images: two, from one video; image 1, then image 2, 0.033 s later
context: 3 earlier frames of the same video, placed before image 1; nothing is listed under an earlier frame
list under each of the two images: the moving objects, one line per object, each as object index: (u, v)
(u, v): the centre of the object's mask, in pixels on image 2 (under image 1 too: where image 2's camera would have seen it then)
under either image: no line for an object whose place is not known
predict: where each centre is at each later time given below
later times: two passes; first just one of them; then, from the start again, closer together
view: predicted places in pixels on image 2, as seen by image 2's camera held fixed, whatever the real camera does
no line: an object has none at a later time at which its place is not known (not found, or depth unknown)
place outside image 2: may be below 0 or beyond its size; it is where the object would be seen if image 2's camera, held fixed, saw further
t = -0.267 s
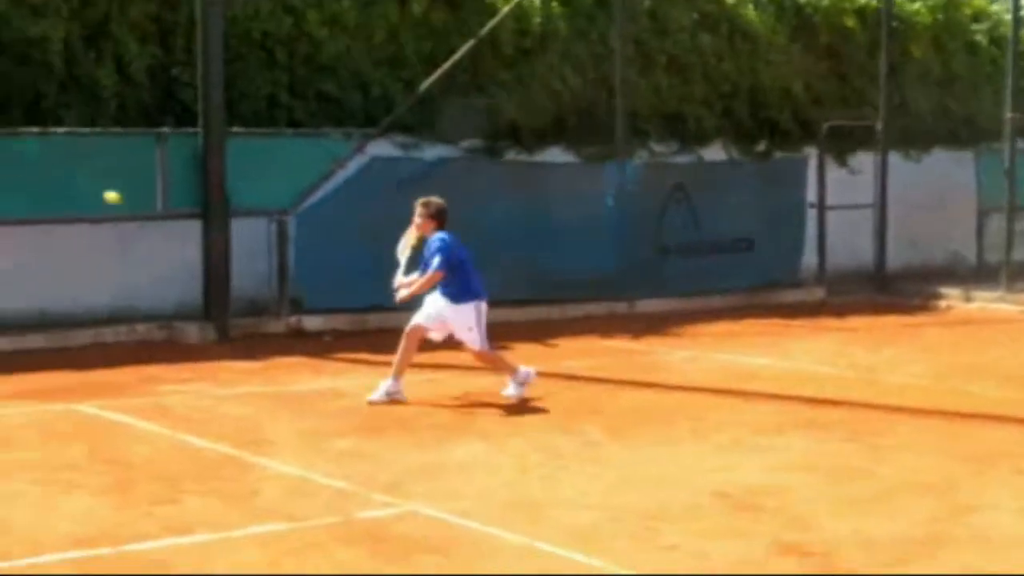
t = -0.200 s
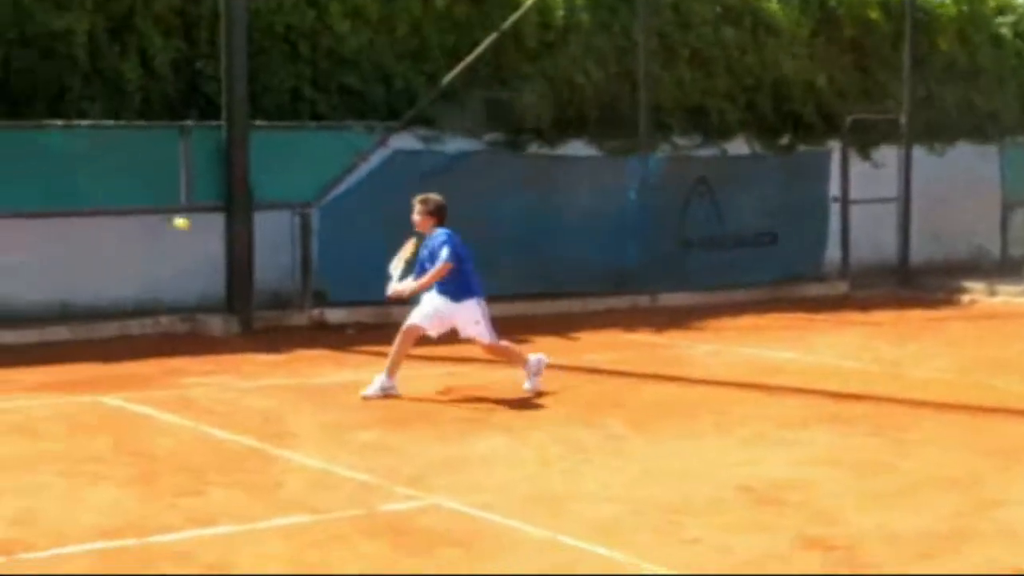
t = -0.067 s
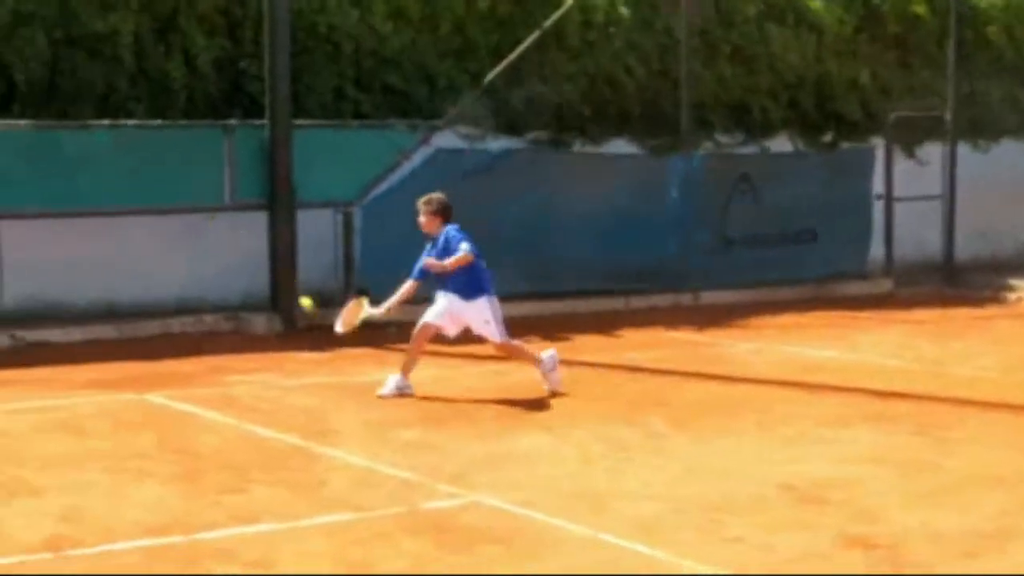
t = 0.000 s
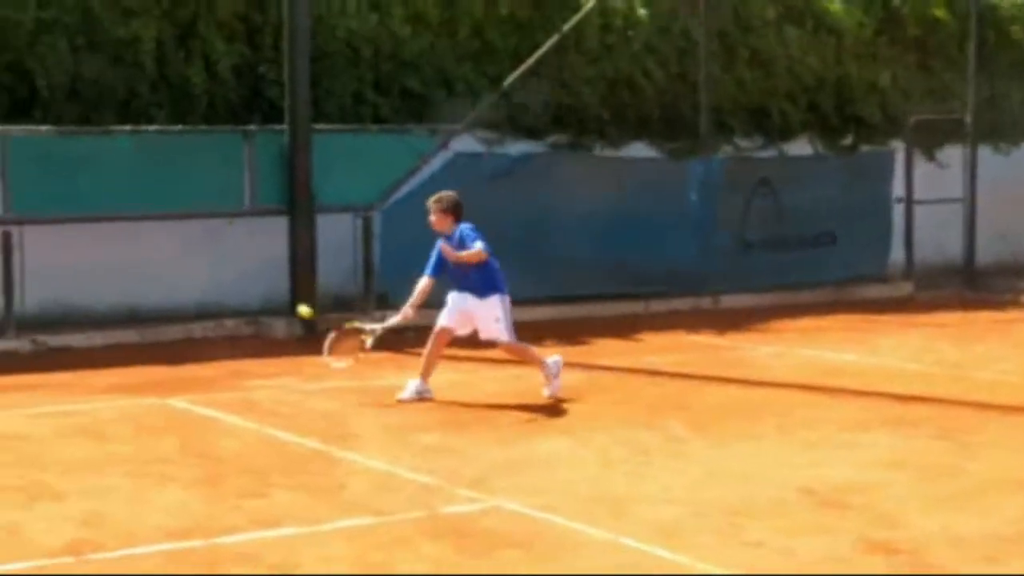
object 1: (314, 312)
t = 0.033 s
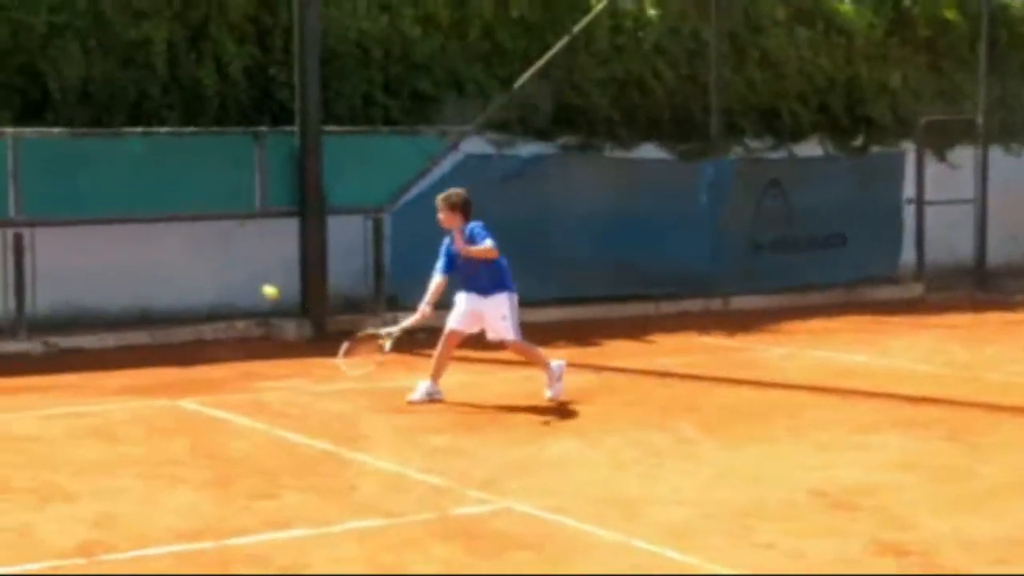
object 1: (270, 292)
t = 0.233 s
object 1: (-84, 174)
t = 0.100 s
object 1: (170, 251)
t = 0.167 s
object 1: (54, 211)
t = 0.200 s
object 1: (-12, 193)
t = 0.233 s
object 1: (-84, 174)
